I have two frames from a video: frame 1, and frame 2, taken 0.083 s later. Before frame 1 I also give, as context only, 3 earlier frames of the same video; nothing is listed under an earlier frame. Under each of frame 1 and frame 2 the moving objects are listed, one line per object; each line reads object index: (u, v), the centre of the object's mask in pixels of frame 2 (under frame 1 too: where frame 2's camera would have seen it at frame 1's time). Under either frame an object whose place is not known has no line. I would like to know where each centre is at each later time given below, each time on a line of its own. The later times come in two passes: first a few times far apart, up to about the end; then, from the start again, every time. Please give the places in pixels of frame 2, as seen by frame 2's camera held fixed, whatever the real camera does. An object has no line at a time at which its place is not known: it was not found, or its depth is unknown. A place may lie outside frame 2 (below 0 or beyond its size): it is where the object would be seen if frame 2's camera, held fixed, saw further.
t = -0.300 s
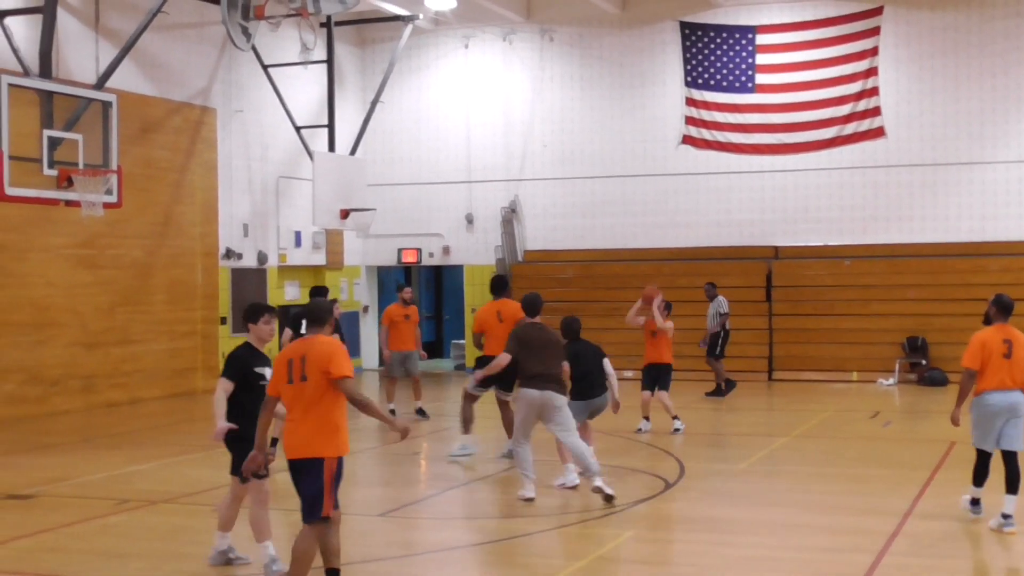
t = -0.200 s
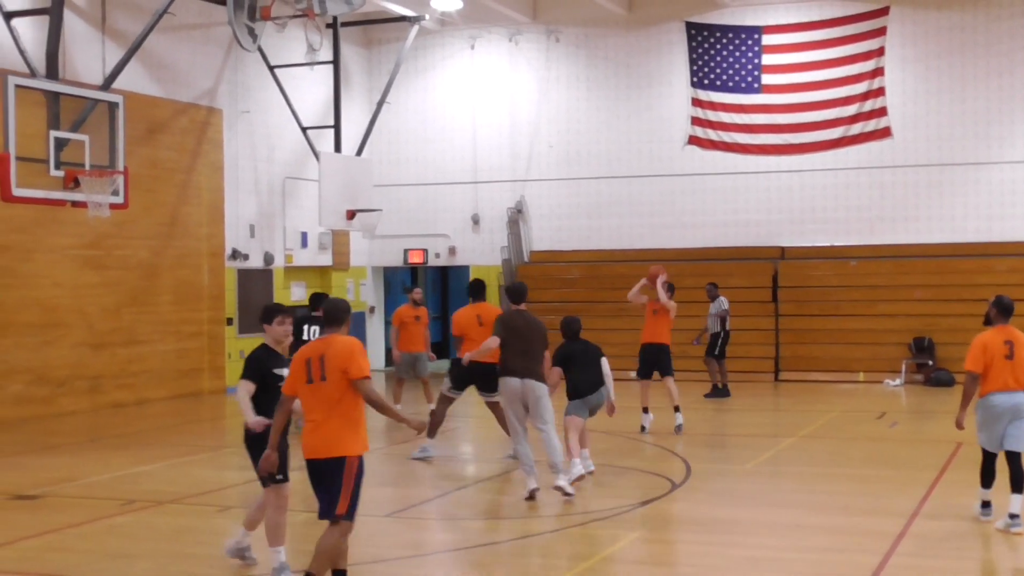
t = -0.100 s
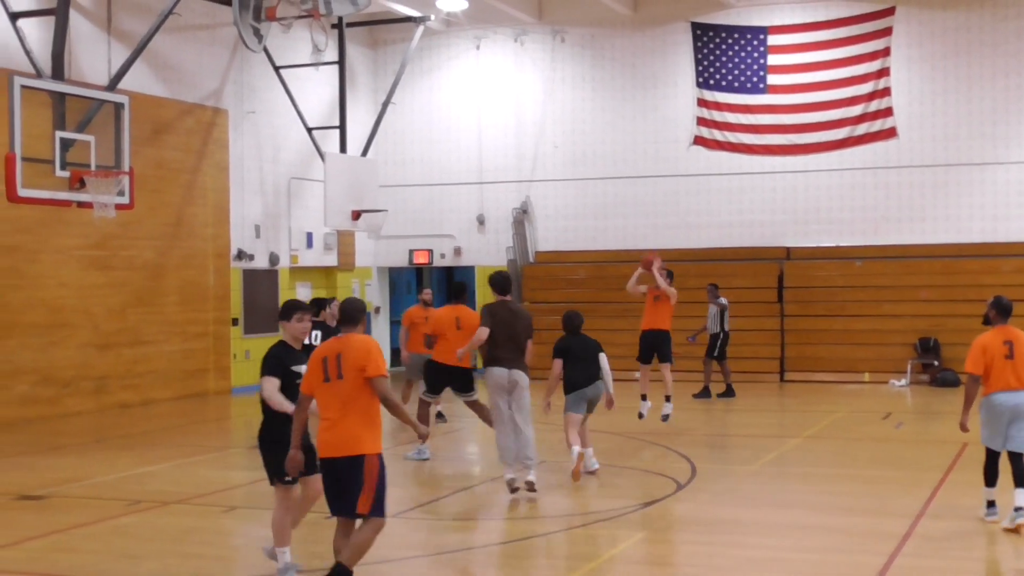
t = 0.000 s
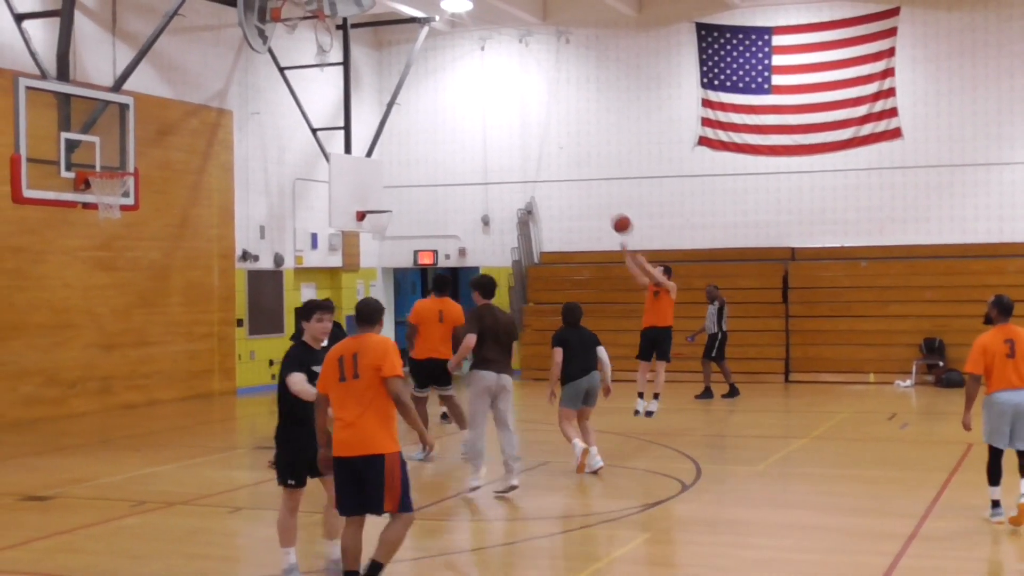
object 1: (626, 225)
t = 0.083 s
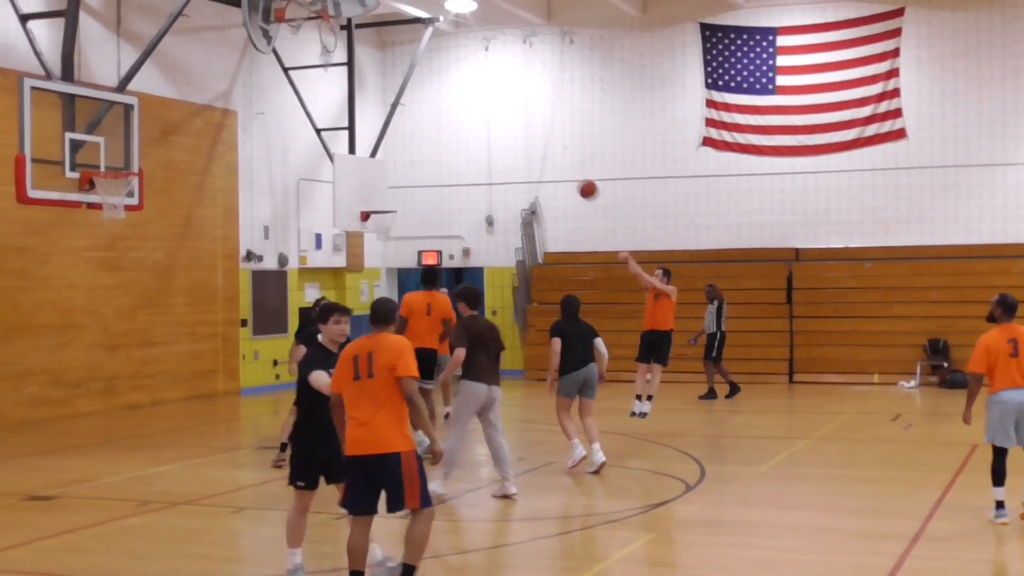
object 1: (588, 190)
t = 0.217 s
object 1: (525, 145)
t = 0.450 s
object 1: (414, 100)
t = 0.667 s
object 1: (306, 101)
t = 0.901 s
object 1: (186, 151)
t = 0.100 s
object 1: (580, 183)
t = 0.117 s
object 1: (572, 177)
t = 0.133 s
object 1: (564, 171)
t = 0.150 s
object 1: (557, 165)
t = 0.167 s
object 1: (549, 160)
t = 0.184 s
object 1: (541, 155)
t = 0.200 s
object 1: (533, 150)
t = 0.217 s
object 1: (525, 145)
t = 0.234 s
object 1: (517, 140)
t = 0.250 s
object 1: (510, 136)
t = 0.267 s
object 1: (501, 132)
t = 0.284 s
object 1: (493, 127)
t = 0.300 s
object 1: (485, 124)
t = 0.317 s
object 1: (477, 120)
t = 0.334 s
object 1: (469, 117)
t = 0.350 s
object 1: (461, 114)
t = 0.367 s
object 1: (454, 111)
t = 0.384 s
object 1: (446, 108)
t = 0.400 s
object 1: (438, 106)
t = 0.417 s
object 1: (430, 104)
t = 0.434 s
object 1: (421, 102)
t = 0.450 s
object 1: (414, 100)
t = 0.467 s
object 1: (405, 99)
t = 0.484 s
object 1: (398, 98)
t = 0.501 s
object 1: (389, 97)
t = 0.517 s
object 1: (381, 96)
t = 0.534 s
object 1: (372, 96)
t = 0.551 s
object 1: (365, 96)
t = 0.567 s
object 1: (356, 95)
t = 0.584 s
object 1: (348, 96)
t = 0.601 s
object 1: (340, 96)
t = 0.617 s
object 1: (331, 97)
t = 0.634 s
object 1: (322, 98)
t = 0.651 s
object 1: (314, 99)
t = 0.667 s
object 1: (306, 101)
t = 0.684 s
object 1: (297, 103)
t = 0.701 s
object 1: (288, 105)
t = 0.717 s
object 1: (280, 107)
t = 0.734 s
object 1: (271, 110)
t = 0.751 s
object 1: (263, 113)
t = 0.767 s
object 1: (254, 116)
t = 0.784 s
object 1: (246, 119)
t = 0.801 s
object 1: (238, 123)
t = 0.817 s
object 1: (229, 127)
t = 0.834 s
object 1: (221, 131)
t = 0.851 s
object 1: (212, 136)
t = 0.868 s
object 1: (203, 141)
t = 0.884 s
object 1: (195, 145)
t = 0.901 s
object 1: (186, 151)
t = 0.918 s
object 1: (177, 157)
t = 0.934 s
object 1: (169, 162)
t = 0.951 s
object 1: (160, 168)
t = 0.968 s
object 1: (150, 175)
